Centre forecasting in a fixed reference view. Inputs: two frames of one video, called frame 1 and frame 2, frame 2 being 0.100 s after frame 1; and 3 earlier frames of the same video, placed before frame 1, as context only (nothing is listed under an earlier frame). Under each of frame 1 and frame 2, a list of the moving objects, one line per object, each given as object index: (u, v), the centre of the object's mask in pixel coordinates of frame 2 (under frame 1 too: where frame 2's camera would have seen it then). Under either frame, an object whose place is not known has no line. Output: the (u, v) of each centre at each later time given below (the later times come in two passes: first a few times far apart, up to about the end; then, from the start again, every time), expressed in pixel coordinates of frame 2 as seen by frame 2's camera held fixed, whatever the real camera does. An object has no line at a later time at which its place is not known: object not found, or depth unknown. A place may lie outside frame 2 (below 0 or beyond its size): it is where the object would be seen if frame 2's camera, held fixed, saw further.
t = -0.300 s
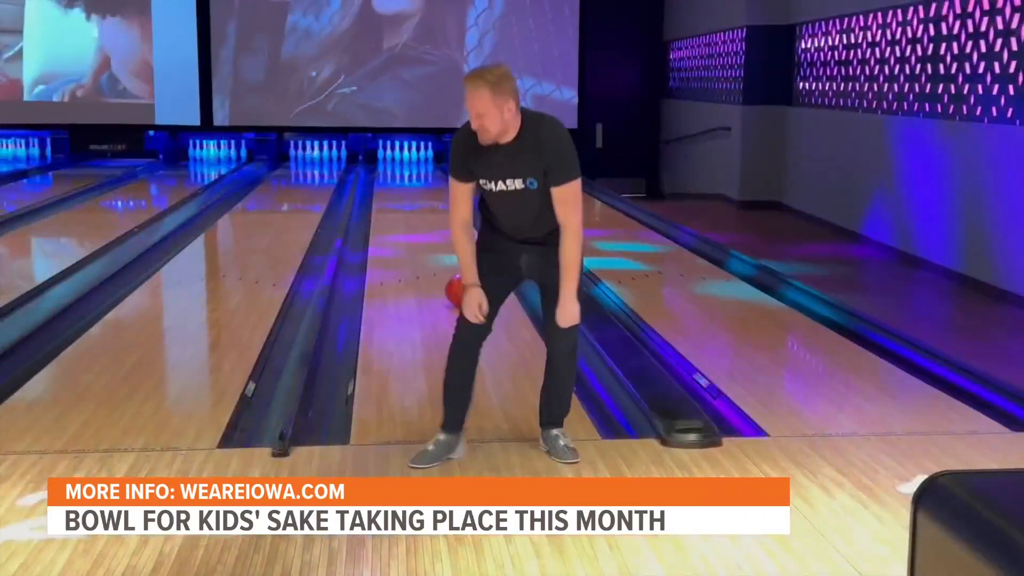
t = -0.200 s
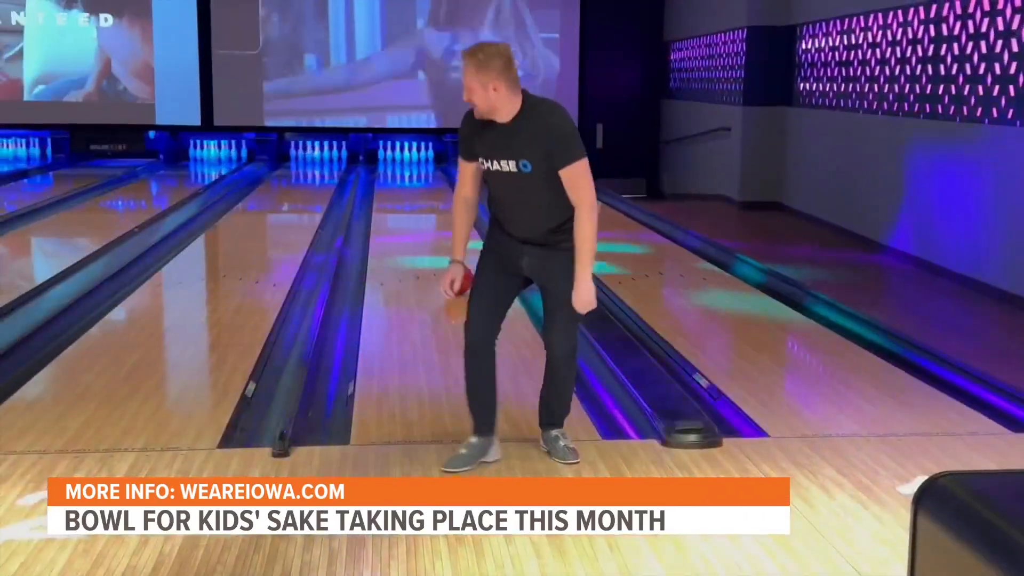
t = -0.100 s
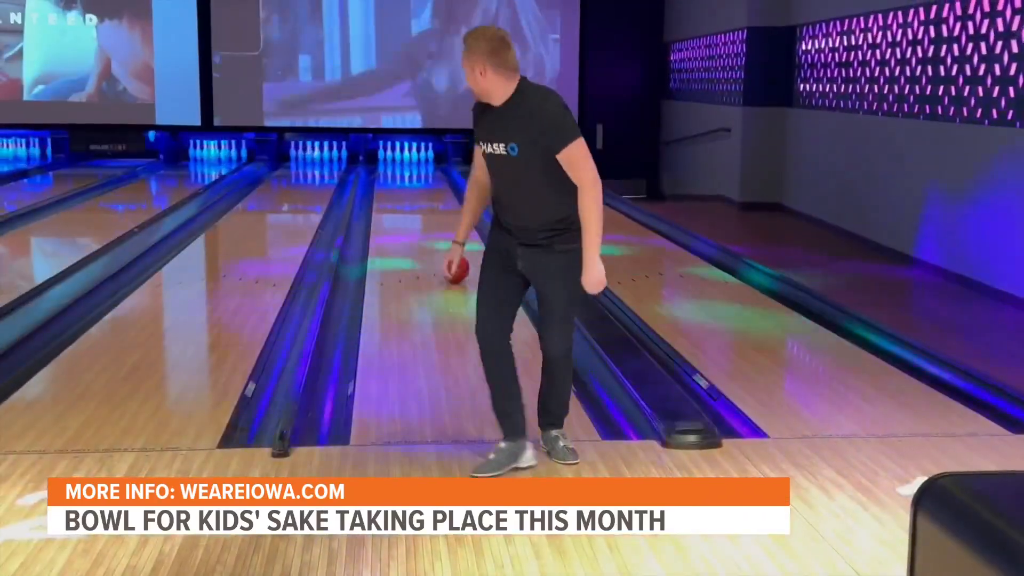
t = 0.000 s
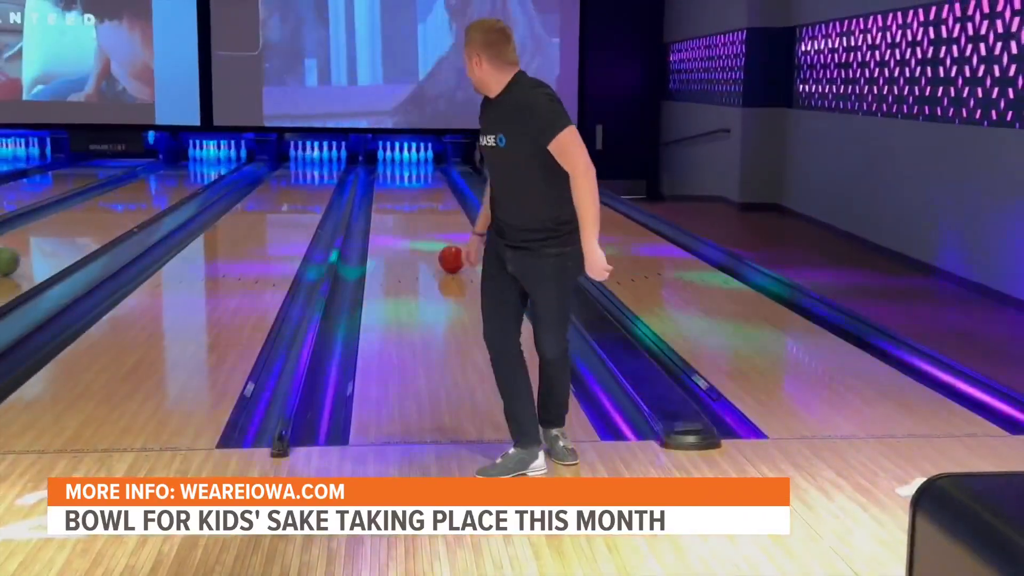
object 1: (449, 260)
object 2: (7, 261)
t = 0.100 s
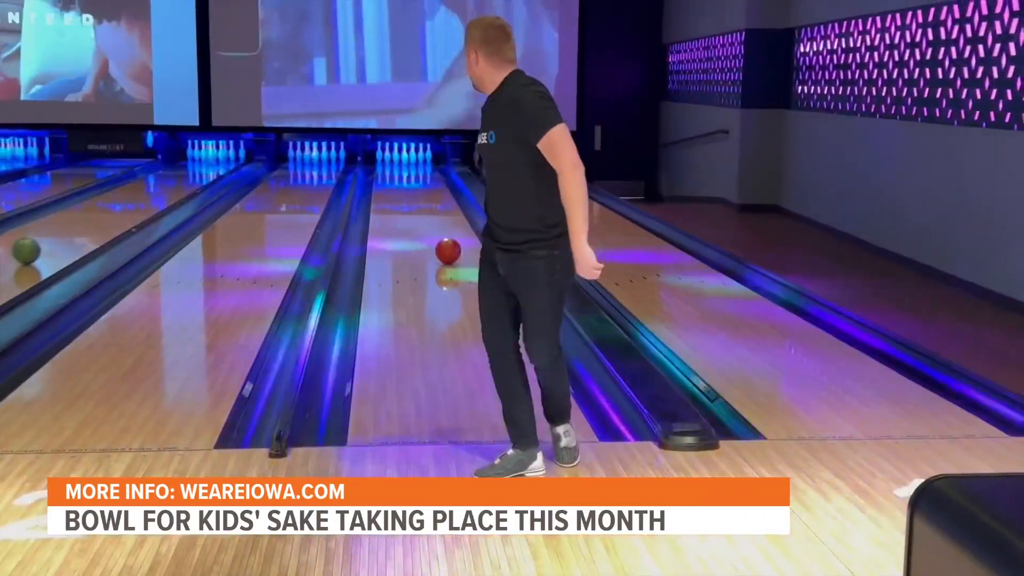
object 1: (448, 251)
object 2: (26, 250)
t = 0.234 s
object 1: (445, 240)
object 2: (52, 239)
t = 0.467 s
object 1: (441, 225)
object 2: (90, 222)
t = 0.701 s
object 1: (438, 213)
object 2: (120, 209)
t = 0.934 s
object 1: (435, 203)
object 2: (144, 197)
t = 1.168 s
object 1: (432, 195)
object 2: (163, 189)
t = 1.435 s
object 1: (430, 186)
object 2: (181, 180)
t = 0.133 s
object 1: (447, 248)
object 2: (33, 247)
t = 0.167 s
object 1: (446, 246)
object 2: (40, 245)
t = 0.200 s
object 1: (446, 243)
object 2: (46, 242)
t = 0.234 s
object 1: (445, 240)
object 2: (52, 239)
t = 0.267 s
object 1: (445, 238)
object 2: (59, 236)
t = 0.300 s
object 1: (444, 236)
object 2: (64, 233)
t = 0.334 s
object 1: (443, 233)
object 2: (70, 231)
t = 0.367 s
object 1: (443, 231)
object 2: (75, 229)
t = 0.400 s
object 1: (442, 229)
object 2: (81, 226)
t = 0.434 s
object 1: (442, 227)
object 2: (86, 224)
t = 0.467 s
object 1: (441, 225)
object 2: (90, 222)
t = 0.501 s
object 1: (441, 224)
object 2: (95, 219)
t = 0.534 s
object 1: (440, 222)
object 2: (99, 218)
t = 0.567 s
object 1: (440, 220)
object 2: (104, 216)
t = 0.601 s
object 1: (439, 218)
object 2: (108, 214)
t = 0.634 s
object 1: (439, 216)
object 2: (112, 212)
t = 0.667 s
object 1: (438, 214)
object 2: (117, 210)
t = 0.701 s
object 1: (438, 213)
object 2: (120, 209)
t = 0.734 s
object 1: (437, 211)
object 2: (124, 207)
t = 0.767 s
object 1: (437, 210)
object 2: (127, 205)
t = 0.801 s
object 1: (437, 209)
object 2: (131, 204)
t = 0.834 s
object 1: (436, 207)
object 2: (134, 202)
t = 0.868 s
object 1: (436, 206)
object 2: (138, 201)
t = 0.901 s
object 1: (435, 204)
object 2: (141, 199)
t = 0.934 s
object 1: (435, 203)
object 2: (144, 197)
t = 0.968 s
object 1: (435, 202)
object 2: (147, 196)
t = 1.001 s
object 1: (434, 200)
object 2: (150, 195)
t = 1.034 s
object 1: (434, 199)
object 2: (152, 193)
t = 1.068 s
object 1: (433, 198)
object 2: (156, 192)
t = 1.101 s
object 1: (433, 197)
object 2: (158, 191)
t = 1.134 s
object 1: (433, 196)
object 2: (160, 190)
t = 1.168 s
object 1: (432, 195)
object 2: (163, 189)
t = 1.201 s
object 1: (432, 193)
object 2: (166, 187)
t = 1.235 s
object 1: (432, 193)
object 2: (168, 186)
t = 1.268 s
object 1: (432, 192)
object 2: (170, 185)
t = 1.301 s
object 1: (431, 191)
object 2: (173, 184)
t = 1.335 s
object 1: (431, 190)
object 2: (175, 183)
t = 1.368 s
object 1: (431, 188)
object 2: (178, 182)
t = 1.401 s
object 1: (431, 187)
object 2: (179, 181)
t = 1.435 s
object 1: (430, 186)
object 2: (181, 180)
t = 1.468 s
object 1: (430, 186)
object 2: (183, 179)
